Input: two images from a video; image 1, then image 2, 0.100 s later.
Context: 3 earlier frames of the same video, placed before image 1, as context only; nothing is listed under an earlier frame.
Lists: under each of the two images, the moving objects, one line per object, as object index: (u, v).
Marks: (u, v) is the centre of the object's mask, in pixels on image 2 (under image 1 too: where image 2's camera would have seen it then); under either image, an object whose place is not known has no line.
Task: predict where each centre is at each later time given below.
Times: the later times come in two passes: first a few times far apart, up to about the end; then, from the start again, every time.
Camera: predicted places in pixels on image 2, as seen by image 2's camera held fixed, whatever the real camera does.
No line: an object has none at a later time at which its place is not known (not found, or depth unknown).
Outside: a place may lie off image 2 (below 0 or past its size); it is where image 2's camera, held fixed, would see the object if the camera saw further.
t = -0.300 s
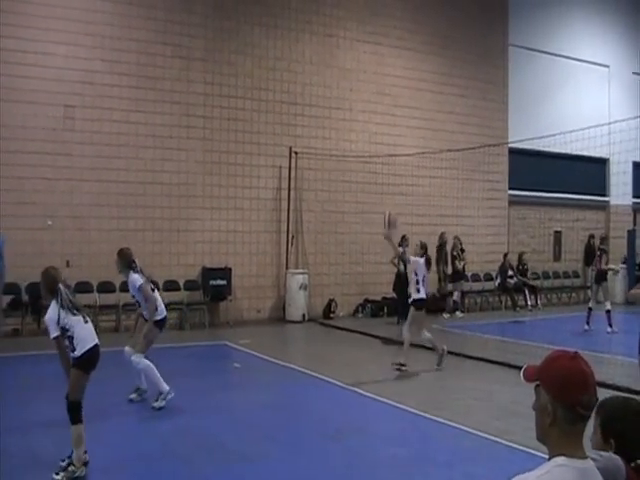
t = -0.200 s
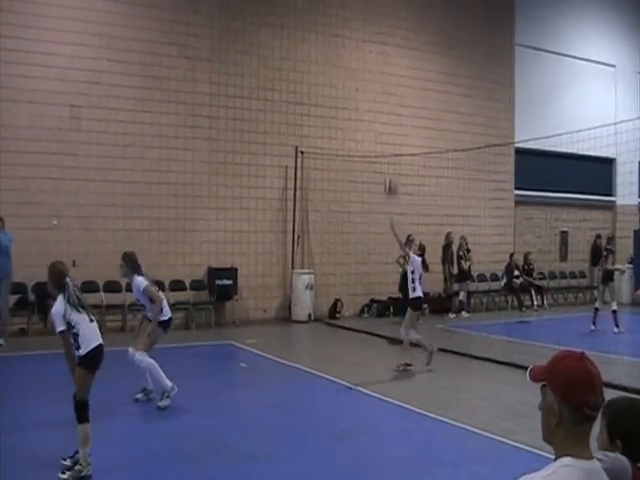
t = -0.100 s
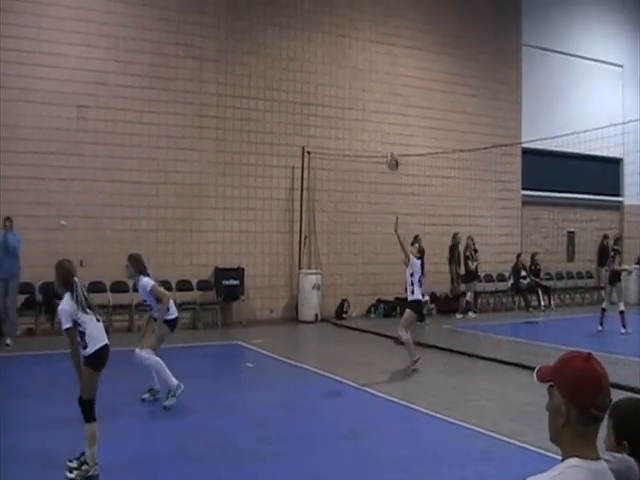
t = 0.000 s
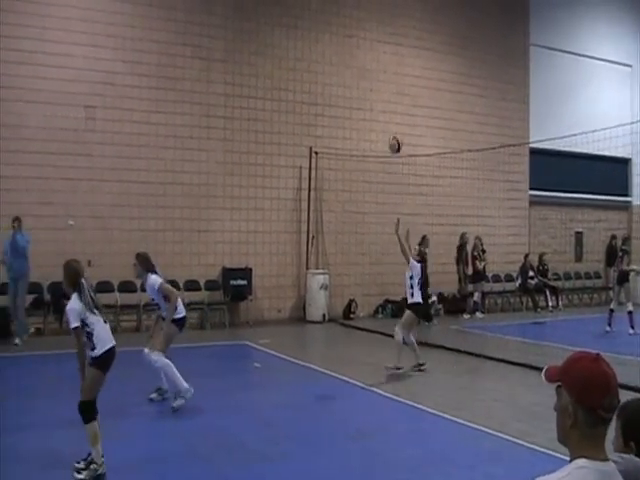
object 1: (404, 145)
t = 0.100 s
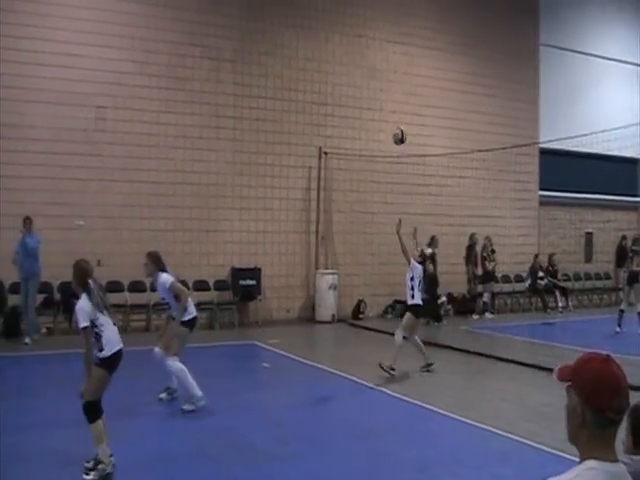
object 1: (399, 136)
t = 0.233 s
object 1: (392, 138)
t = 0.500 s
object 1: (377, 184)
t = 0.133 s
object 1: (397, 136)
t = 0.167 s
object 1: (395, 136)
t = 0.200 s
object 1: (394, 136)
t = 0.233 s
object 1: (392, 138)
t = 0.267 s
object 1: (390, 141)
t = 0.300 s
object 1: (388, 145)
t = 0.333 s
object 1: (386, 150)
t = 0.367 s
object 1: (385, 154)
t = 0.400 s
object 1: (383, 162)
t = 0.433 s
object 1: (380, 168)
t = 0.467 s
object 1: (379, 178)
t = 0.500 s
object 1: (377, 184)
